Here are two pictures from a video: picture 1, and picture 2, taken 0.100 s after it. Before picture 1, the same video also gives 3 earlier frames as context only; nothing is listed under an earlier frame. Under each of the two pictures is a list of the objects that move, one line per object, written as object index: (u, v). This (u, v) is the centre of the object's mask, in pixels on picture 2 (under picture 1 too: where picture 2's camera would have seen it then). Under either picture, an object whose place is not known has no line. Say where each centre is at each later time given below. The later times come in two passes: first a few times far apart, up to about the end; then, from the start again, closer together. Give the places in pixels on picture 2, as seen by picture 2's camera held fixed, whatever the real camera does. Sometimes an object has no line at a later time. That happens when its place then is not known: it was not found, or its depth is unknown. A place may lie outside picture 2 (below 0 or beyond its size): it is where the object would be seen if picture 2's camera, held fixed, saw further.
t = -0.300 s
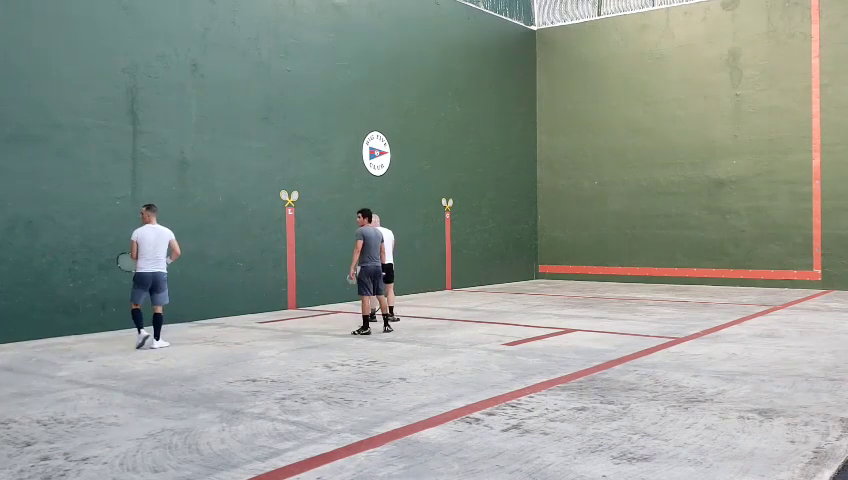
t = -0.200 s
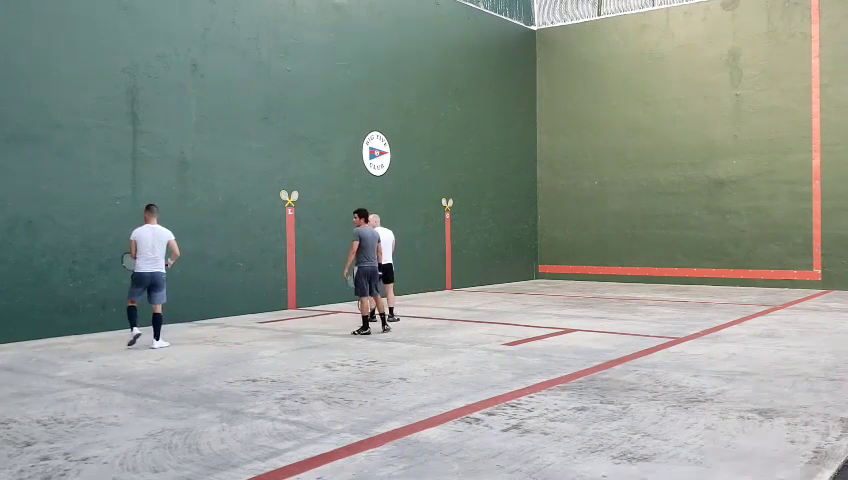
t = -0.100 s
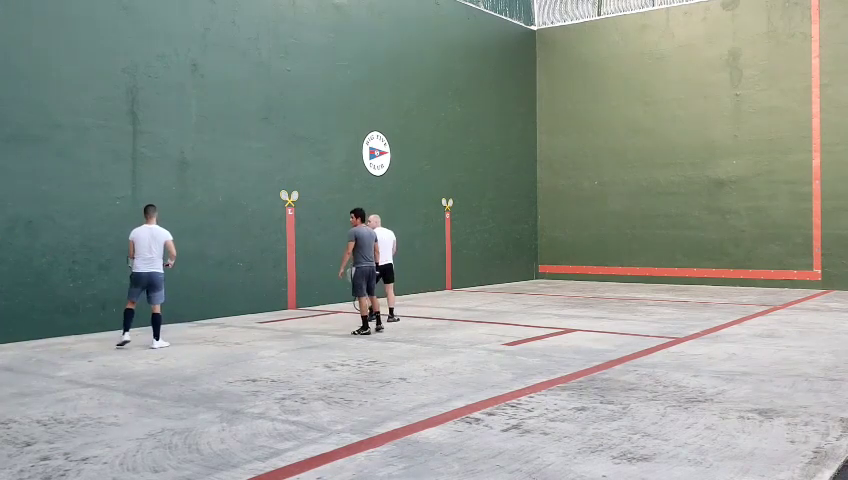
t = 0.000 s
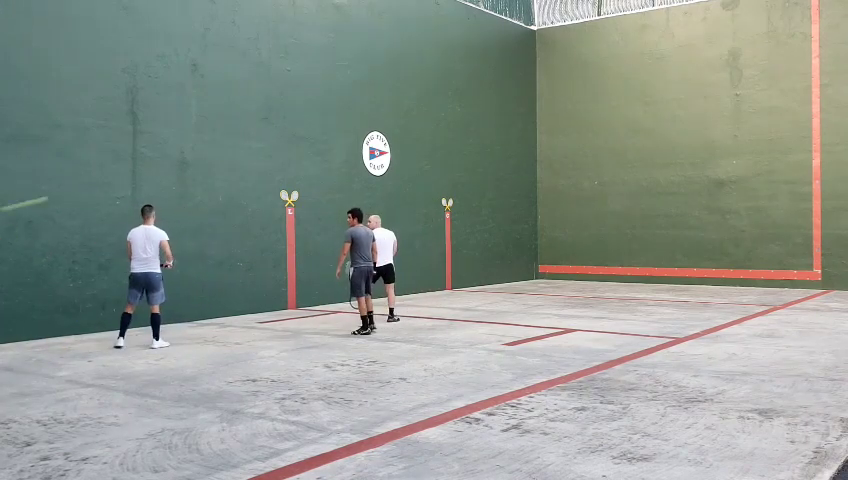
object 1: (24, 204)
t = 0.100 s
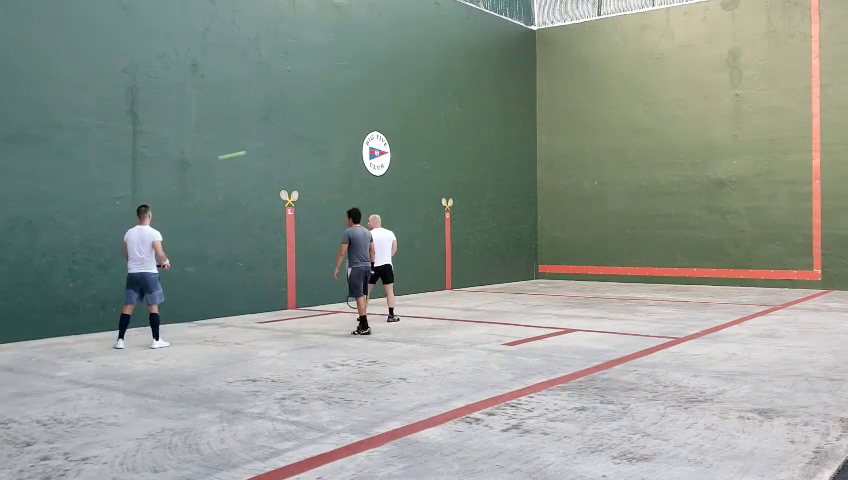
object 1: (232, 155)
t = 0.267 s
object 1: (417, 119)
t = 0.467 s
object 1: (542, 103)
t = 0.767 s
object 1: (466, 85)
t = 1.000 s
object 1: (387, 94)
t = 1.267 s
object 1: (272, 145)
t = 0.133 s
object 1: (279, 145)
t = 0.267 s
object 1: (417, 119)
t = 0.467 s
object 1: (542, 103)
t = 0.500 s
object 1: (539, 100)
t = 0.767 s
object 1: (466, 85)
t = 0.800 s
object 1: (456, 85)
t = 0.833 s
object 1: (445, 85)
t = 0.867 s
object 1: (434, 86)
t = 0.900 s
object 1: (423, 87)
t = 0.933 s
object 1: (411, 89)
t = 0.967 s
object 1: (399, 91)
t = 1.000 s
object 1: (387, 94)
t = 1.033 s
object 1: (374, 98)
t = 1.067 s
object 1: (361, 102)
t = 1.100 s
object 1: (348, 107)
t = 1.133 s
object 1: (334, 113)
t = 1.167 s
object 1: (319, 120)
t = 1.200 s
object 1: (304, 127)
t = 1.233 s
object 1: (289, 135)
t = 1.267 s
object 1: (272, 145)
